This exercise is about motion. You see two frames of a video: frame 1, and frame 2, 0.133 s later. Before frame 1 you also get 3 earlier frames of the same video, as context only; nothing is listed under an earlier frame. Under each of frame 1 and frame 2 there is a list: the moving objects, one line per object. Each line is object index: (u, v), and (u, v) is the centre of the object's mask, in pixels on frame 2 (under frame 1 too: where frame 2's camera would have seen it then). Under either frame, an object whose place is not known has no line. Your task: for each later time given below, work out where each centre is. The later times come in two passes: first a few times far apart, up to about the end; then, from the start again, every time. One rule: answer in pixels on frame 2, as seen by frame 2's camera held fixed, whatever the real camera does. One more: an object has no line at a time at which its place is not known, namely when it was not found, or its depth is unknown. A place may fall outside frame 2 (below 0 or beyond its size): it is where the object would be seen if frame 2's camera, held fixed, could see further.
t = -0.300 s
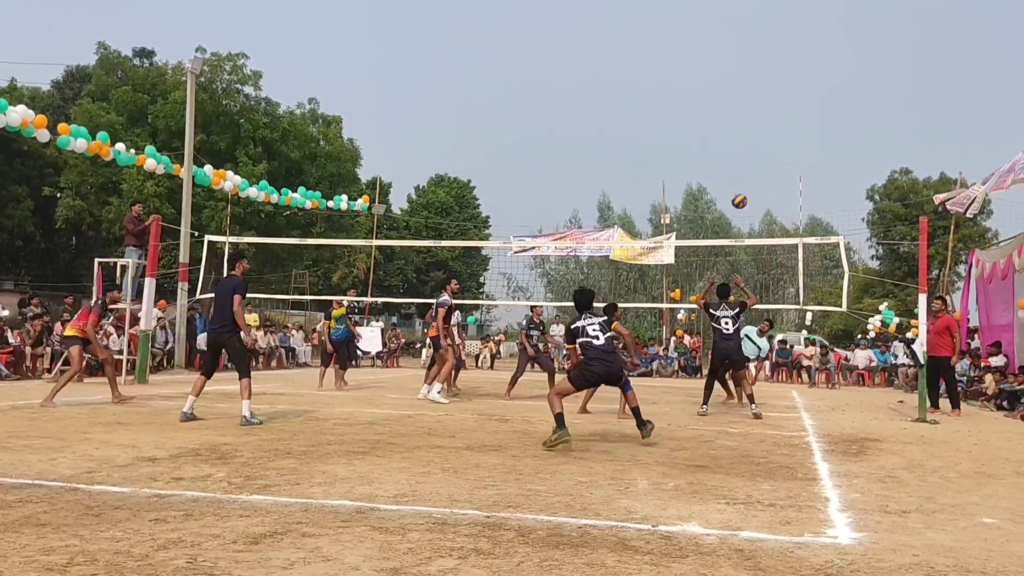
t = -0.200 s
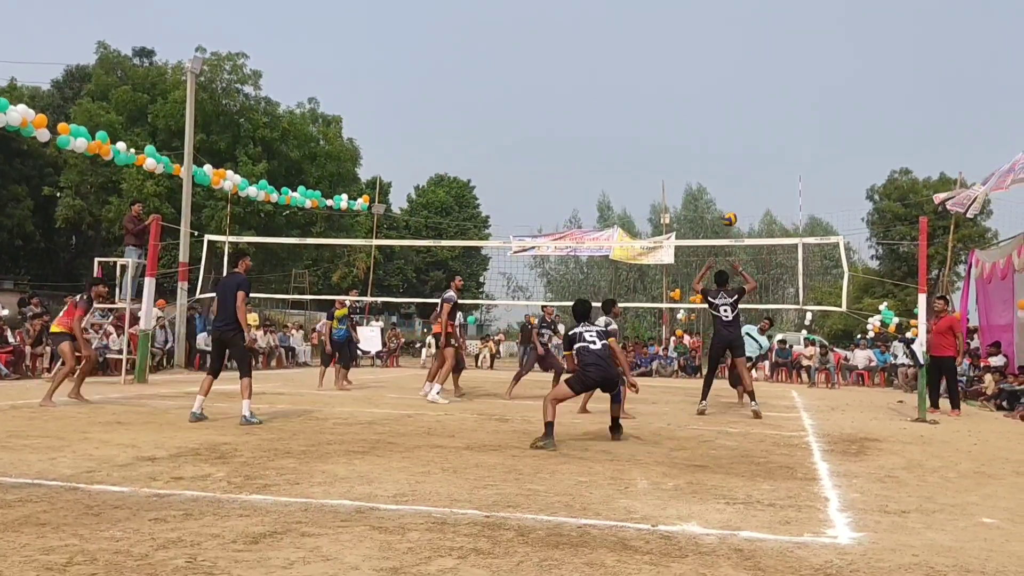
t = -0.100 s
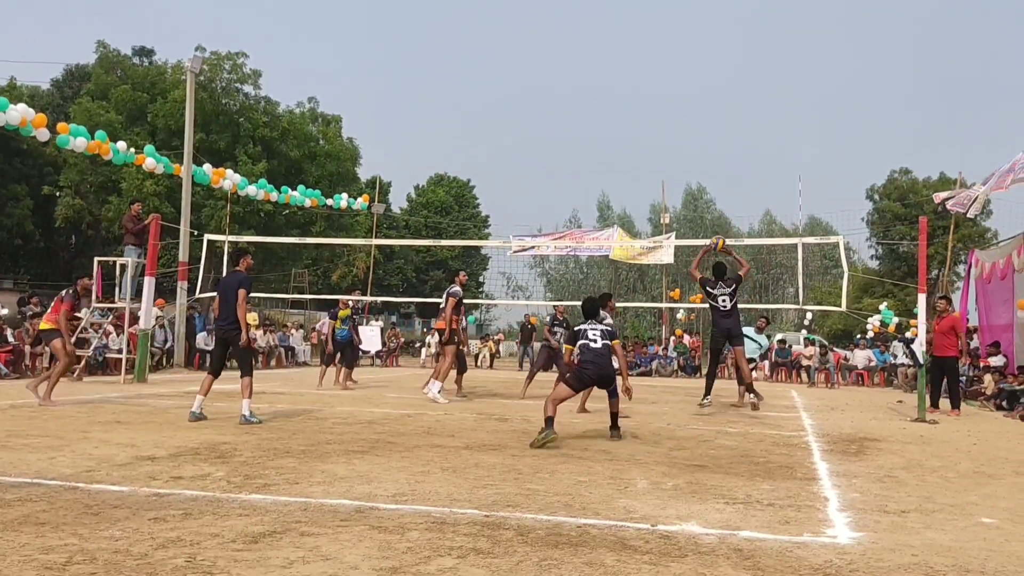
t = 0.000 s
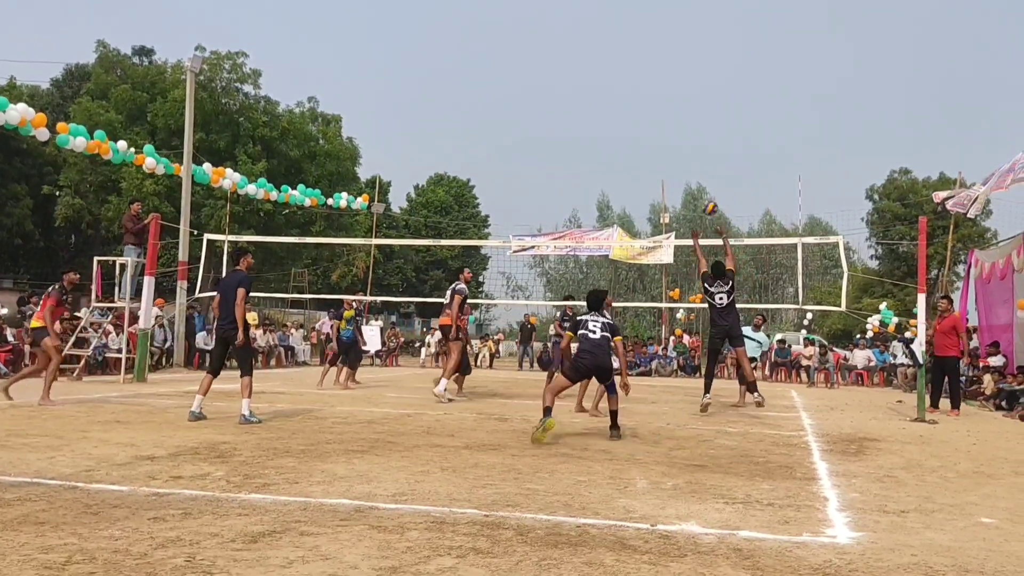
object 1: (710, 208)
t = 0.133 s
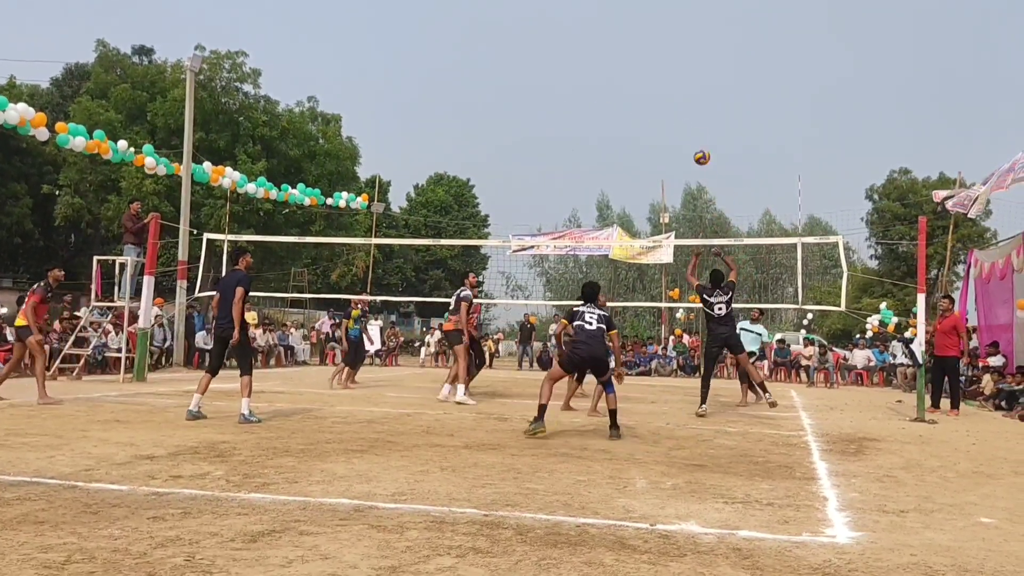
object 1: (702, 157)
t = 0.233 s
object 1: (695, 128)
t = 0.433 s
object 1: (683, 93)
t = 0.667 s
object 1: (668, 88)
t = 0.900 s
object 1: (653, 122)
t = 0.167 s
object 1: (700, 147)
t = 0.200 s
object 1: (698, 137)
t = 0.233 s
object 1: (695, 128)
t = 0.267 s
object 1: (693, 121)
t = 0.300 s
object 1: (691, 113)
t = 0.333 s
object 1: (689, 107)
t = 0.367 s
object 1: (687, 102)
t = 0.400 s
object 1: (685, 97)
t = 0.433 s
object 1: (683, 93)
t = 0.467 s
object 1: (681, 90)
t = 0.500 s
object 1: (679, 88)
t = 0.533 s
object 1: (677, 86)
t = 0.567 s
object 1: (675, 85)
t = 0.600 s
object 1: (673, 85)
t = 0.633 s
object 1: (670, 86)
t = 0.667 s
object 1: (668, 88)
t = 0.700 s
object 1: (666, 90)
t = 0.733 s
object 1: (664, 94)
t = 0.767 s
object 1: (662, 98)
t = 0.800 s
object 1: (660, 102)
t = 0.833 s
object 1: (658, 108)
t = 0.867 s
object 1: (655, 115)
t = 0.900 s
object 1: (653, 122)
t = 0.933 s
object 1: (651, 130)
